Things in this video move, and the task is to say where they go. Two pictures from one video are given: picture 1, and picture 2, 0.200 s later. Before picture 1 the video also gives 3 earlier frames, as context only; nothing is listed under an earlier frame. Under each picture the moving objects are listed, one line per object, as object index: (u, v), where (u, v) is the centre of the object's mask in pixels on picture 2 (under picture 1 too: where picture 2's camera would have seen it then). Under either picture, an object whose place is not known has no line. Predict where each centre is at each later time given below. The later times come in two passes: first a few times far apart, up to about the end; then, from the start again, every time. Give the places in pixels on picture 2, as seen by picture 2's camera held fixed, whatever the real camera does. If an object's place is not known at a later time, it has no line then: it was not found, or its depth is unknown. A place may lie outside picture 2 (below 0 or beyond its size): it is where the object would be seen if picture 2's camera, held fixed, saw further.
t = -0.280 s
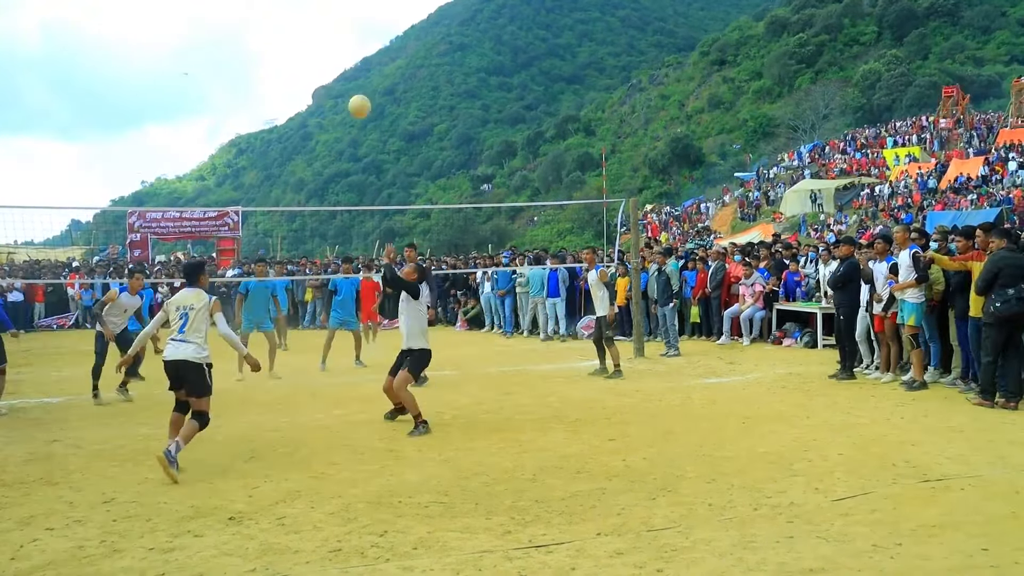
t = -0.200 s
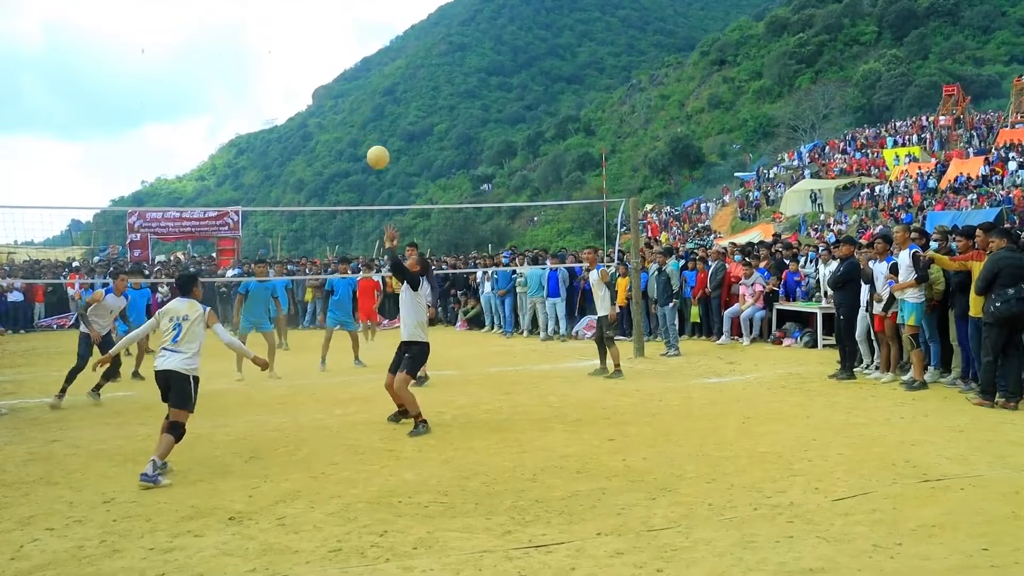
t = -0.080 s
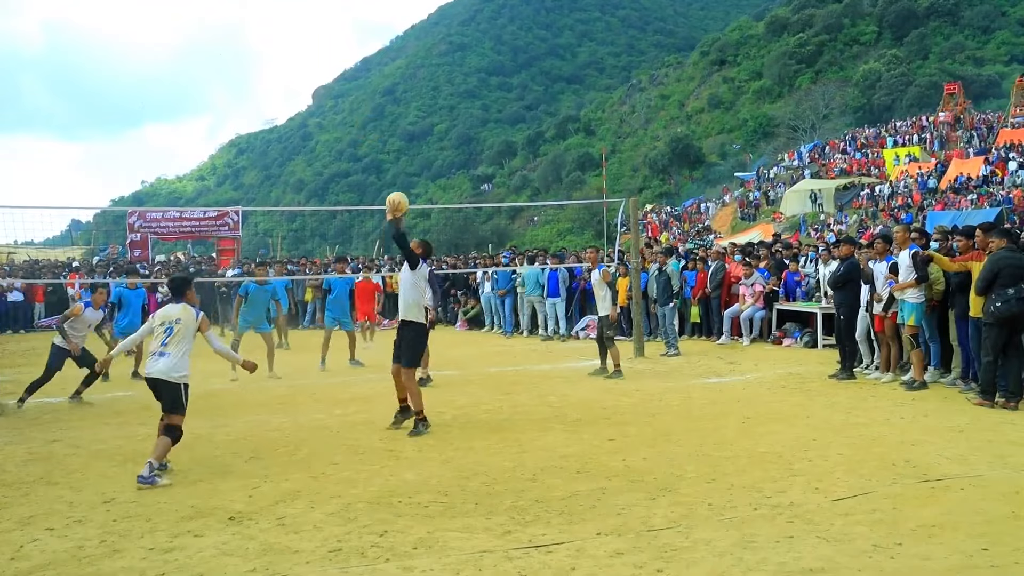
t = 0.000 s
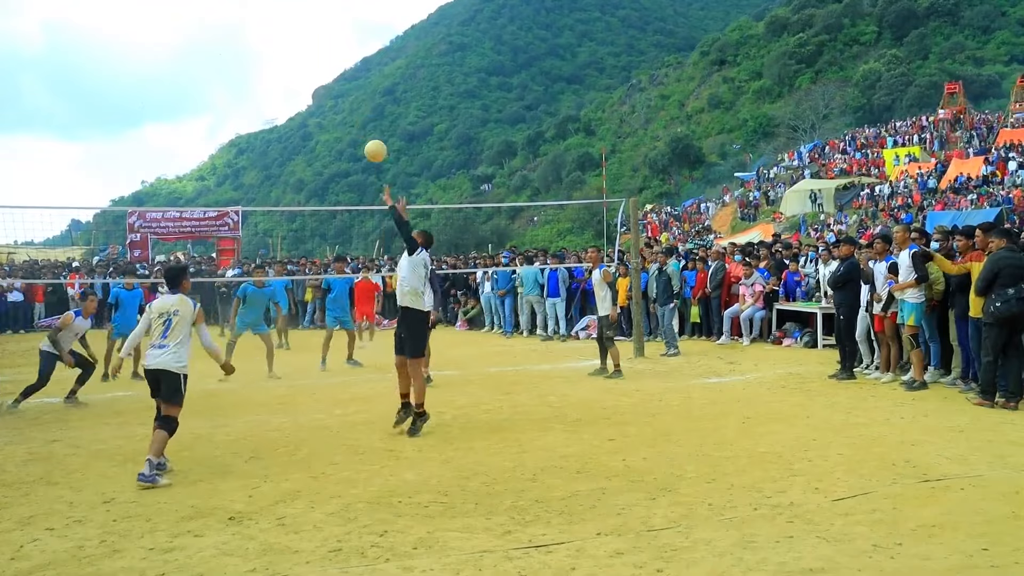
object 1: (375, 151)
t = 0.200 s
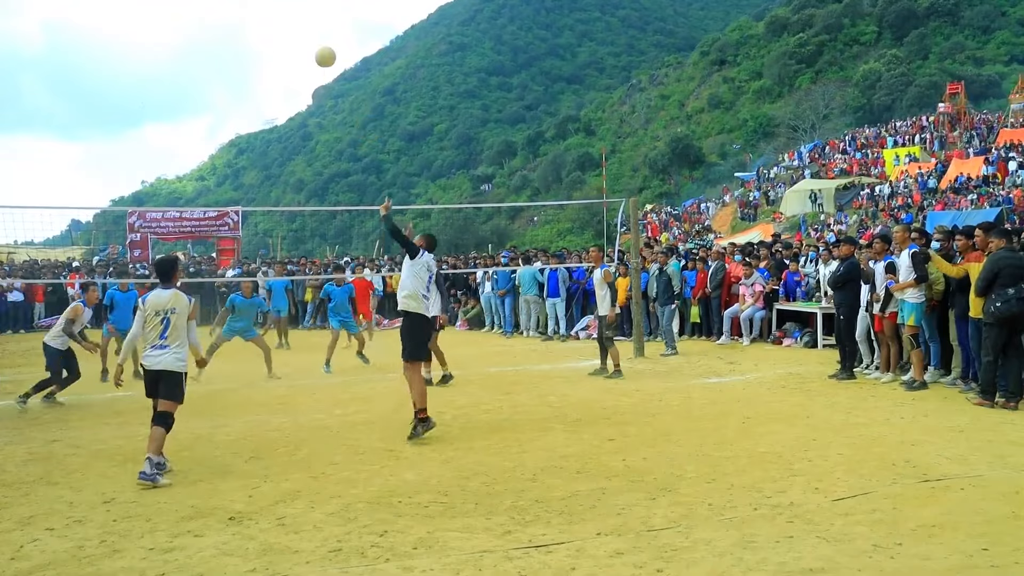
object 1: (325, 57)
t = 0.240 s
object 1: (316, 44)
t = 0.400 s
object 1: (281, 11)
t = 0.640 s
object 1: (234, 10)
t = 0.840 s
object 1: (200, 51)
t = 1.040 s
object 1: (169, 125)
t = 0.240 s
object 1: (316, 44)
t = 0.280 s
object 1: (307, 33)
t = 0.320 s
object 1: (298, 24)
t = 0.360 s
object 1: (290, 17)
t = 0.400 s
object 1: (281, 11)
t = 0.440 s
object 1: (273, 8)
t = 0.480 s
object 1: (265, 7)
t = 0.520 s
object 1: (257, 6)
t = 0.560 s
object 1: (249, 6)
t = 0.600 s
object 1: (241, 8)
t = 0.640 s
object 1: (234, 10)
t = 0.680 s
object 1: (227, 16)
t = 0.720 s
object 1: (220, 22)
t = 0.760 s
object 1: (213, 31)
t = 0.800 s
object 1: (206, 40)
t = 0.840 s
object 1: (200, 51)
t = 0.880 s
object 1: (194, 63)
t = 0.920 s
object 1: (187, 77)
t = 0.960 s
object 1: (181, 92)
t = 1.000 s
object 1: (176, 108)
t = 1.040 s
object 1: (169, 125)
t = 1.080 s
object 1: (163, 143)
